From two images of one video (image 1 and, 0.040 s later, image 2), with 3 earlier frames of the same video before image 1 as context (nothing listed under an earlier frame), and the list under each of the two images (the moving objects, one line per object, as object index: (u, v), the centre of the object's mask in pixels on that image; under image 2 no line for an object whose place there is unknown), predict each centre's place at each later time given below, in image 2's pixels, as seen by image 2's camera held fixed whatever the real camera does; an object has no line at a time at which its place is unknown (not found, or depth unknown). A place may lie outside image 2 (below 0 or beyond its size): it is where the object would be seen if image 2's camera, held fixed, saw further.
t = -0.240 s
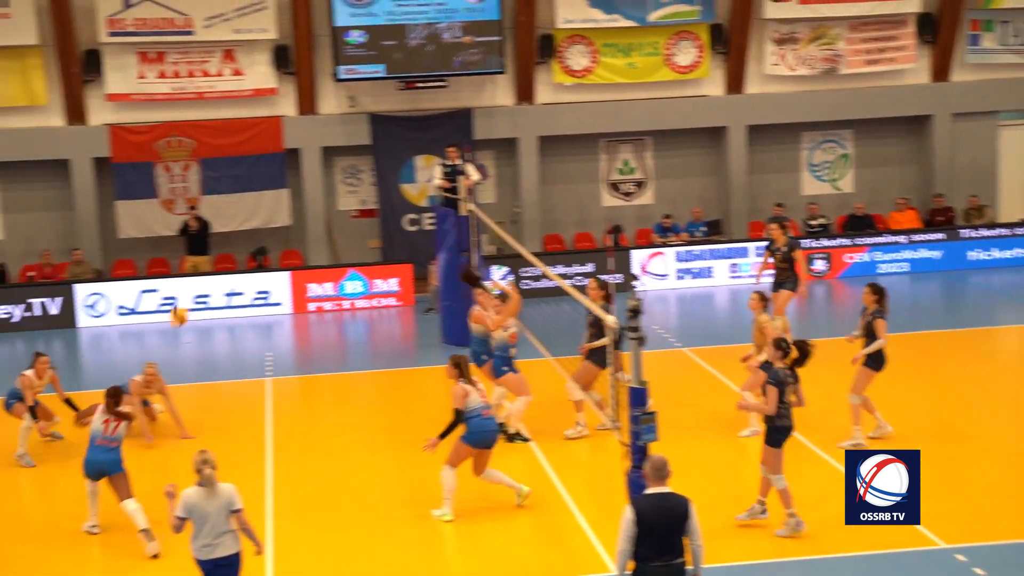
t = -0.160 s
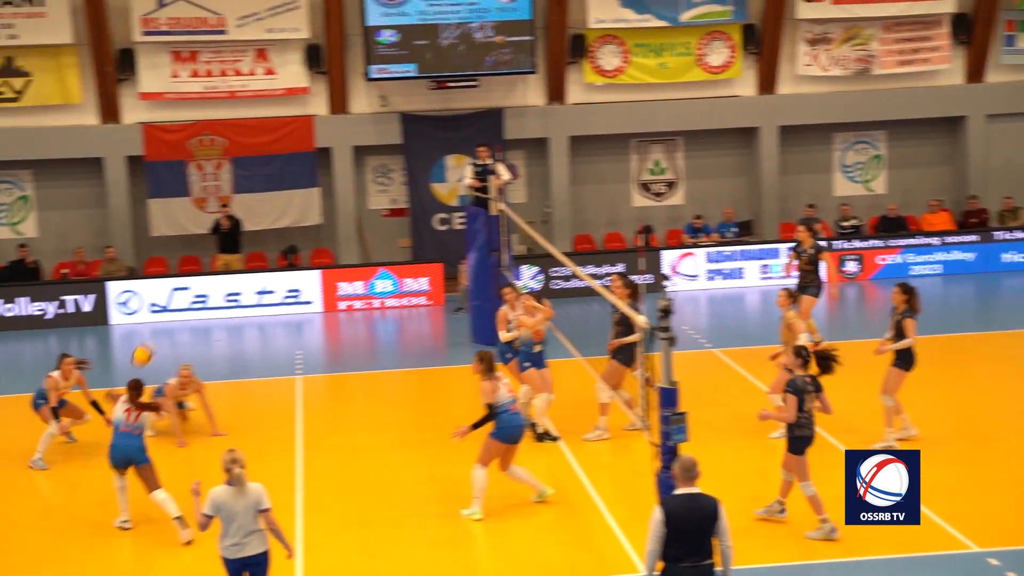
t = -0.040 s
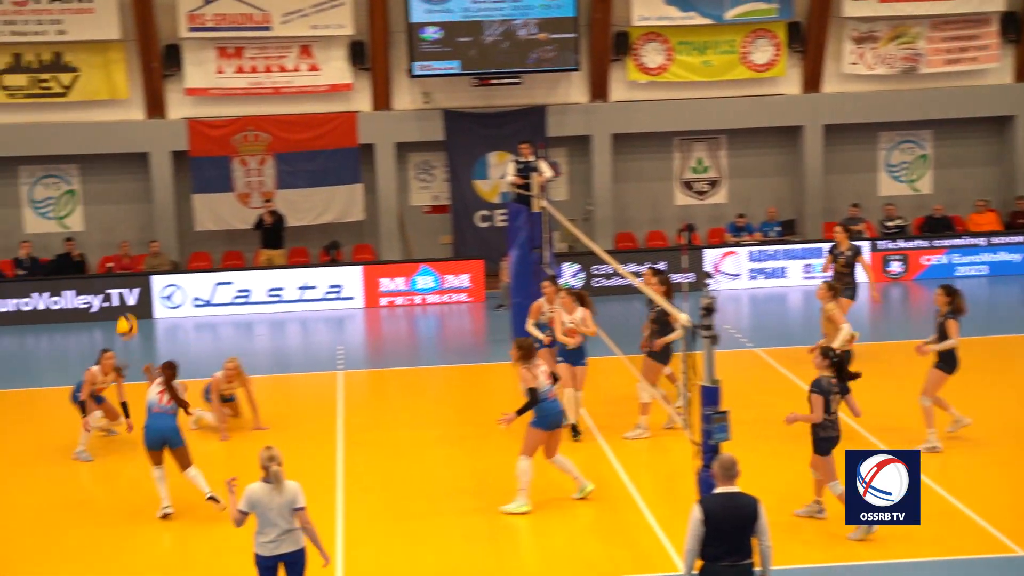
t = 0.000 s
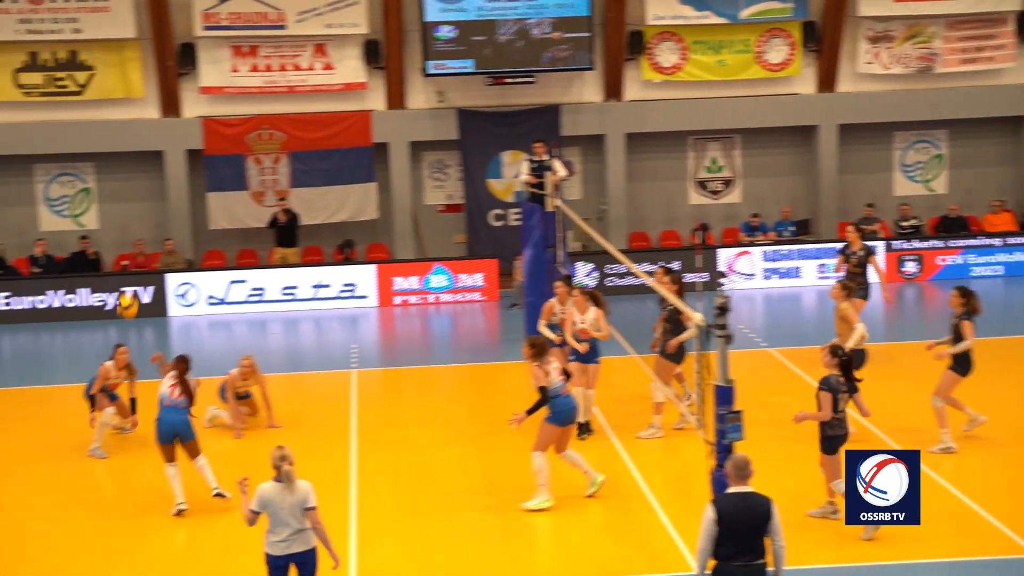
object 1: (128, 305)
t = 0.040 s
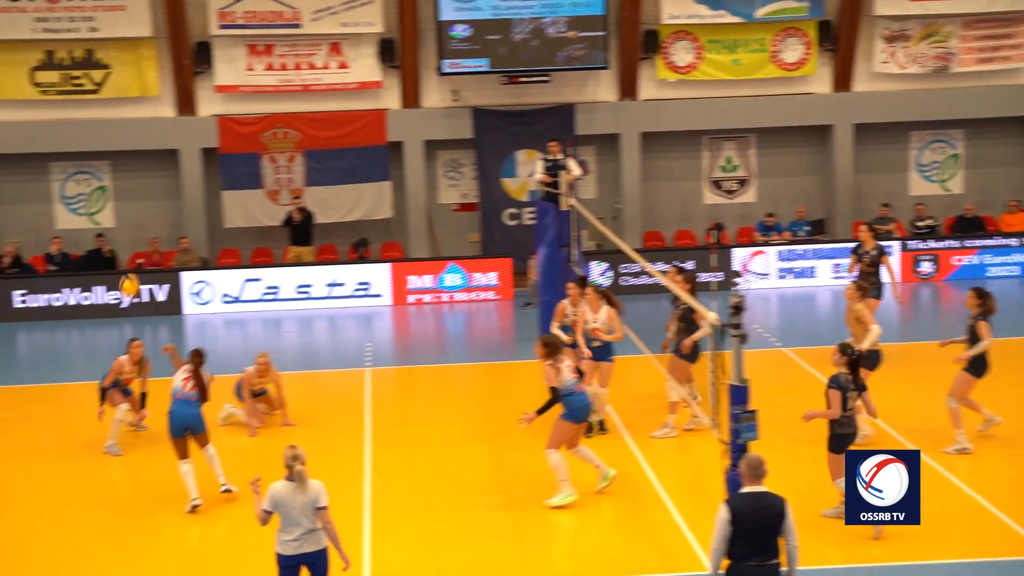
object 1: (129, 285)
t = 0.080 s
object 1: (116, 271)
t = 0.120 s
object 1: (102, 256)
